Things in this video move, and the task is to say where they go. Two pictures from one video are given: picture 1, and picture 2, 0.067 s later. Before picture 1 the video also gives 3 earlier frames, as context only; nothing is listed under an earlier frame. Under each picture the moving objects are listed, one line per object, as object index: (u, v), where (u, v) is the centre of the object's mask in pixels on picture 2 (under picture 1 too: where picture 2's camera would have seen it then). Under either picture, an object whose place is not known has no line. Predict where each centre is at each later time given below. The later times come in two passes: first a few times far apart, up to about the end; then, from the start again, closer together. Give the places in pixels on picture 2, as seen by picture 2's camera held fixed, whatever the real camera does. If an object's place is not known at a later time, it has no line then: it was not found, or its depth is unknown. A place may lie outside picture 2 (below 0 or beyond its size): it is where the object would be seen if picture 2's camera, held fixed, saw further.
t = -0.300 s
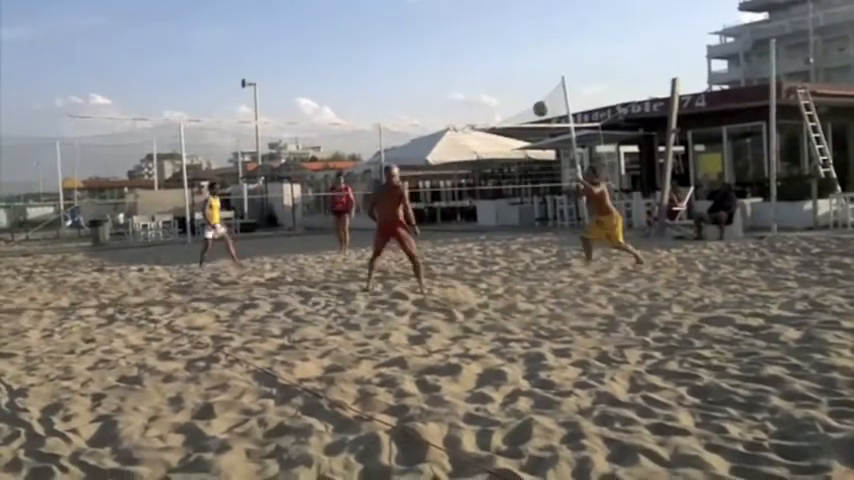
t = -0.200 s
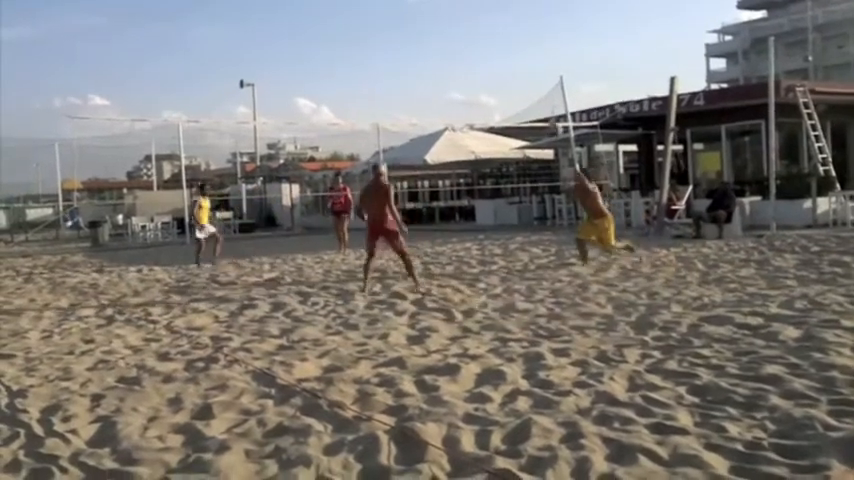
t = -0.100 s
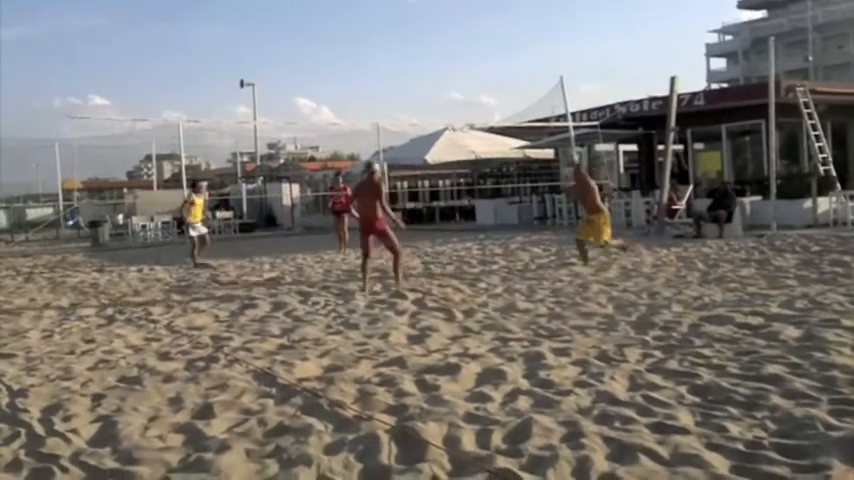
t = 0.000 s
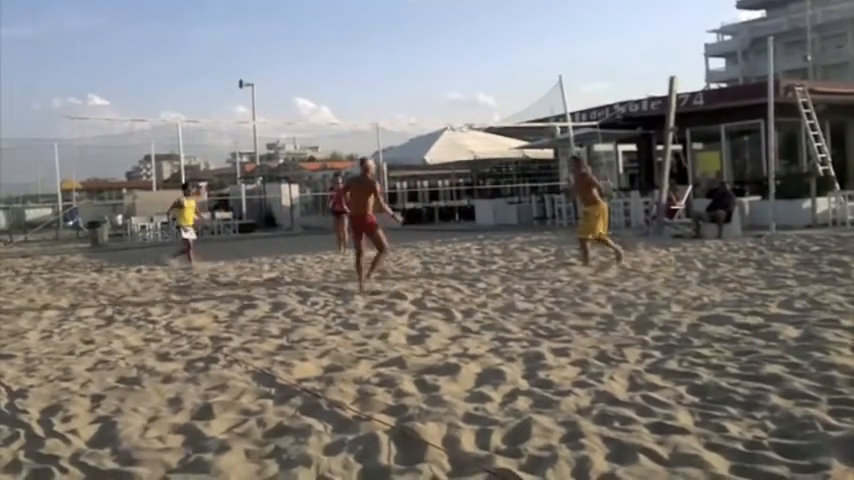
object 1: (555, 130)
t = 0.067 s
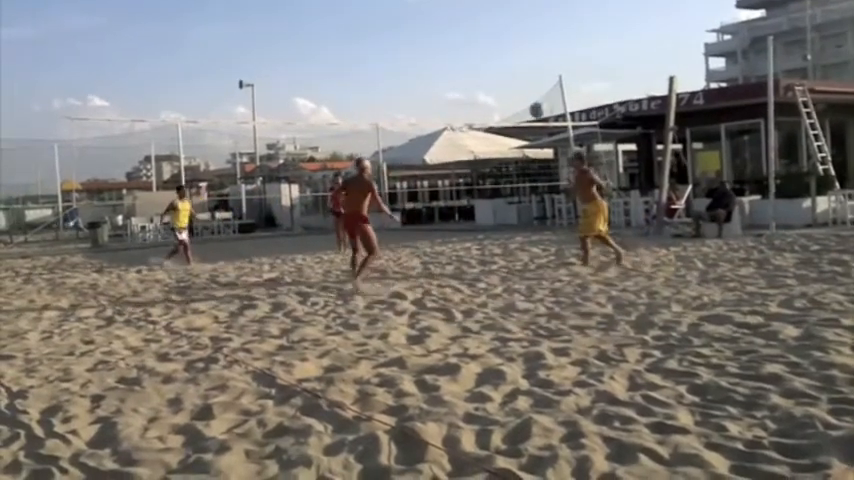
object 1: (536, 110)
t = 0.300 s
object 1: (485, 58)
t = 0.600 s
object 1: (422, 49)
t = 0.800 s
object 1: (383, 79)
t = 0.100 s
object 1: (528, 100)
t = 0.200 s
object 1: (506, 76)
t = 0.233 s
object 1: (499, 70)
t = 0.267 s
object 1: (492, 63)
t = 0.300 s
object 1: (485, 58)
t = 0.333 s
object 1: (478, 54)
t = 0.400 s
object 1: (464, 48)
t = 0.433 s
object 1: (456, 46)
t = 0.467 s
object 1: (450, 45)
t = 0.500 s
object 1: (443, 45)
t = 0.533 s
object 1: (436, 45)
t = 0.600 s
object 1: (422, 49)
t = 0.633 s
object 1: (416, 52)
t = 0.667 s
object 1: (409, 56)
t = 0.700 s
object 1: (403, 60)
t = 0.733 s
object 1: (396, 66)
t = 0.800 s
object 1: (383, 79)
